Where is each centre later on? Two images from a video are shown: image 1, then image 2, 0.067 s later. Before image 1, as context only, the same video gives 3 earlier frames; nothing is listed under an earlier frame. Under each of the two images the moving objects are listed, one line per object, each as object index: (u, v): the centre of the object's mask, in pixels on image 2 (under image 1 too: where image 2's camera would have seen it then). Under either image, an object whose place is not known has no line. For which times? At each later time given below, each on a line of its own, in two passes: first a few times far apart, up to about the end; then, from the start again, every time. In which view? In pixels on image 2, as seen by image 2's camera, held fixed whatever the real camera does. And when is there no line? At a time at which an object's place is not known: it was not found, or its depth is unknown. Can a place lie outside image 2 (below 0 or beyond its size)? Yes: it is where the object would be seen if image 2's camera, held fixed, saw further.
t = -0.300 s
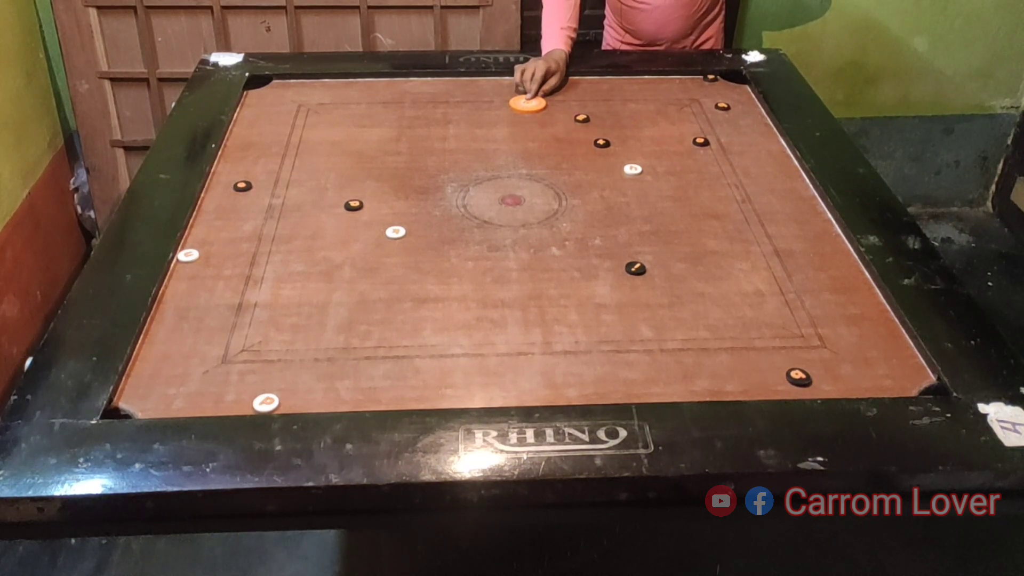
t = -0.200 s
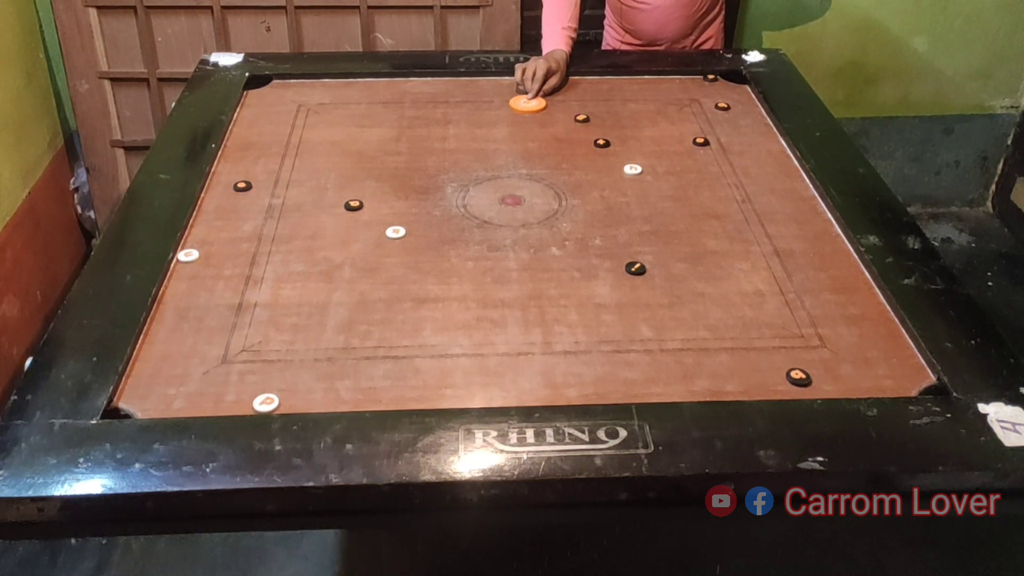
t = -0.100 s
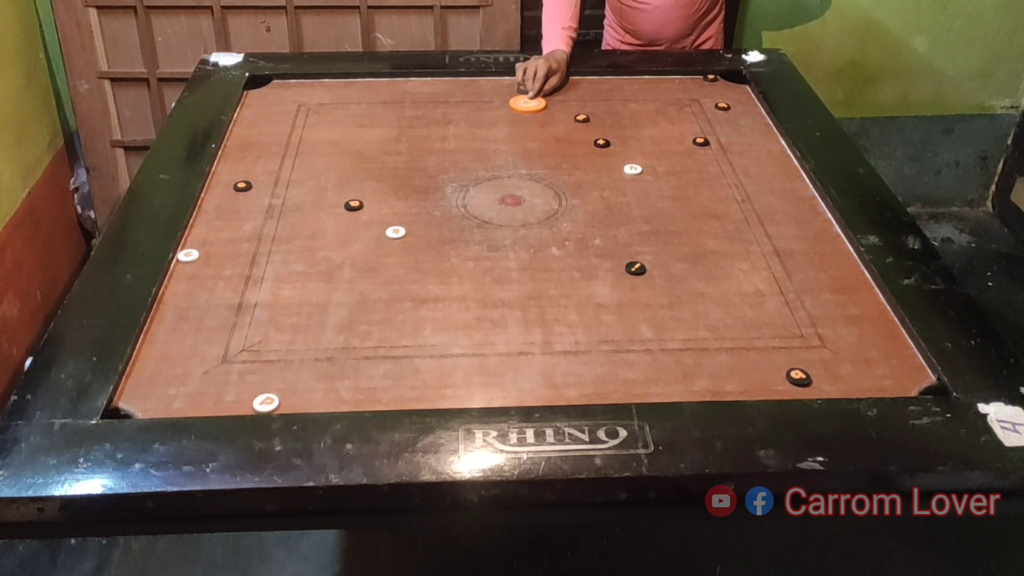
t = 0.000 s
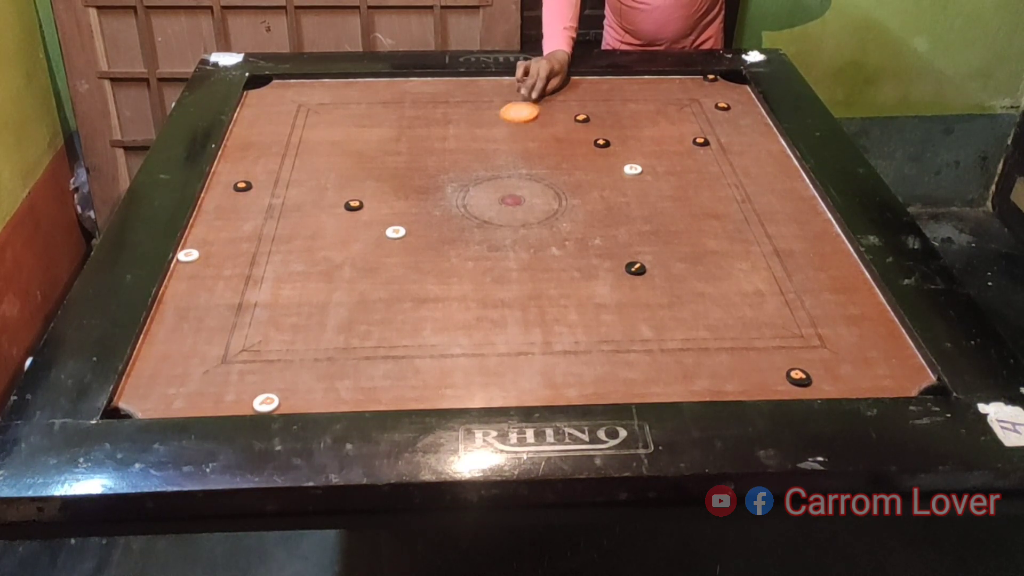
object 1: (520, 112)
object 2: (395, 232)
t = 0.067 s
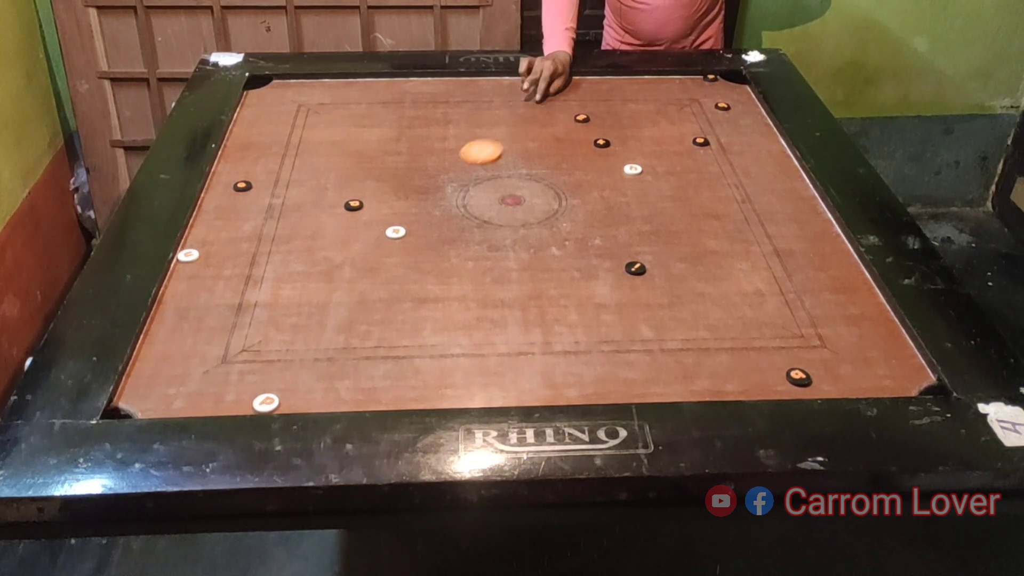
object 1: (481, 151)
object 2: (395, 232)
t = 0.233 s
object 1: (372, 271)
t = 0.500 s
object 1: (254, 388)
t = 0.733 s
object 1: (250, 388)
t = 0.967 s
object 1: (250, 388)
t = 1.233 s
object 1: (250, 389)
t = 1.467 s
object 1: (250, 389)
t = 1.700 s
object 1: (250, 389)
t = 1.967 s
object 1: (250, 389)
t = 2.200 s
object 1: (250, 389)
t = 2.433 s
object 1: (250, 389)
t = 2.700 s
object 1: (250, 389)
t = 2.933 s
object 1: (250, 389)
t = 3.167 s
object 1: (250, 389)
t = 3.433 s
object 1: (250, 388)
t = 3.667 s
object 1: (250, 389)
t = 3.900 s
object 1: (250, 389)
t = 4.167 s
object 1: (250, 389)
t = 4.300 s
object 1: (250, 389)
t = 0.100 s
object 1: (460, 173)
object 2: (395, 232)
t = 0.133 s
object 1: (437, 197)
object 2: (395, 232)
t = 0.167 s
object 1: (414, 222)
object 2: (380, 242)
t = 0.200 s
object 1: (394, 246)
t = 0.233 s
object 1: (372, 271)
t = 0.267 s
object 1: (349, 298)
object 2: (140, 409)
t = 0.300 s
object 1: (324, 328)
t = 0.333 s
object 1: (297, 358)
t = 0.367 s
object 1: (274, 383)
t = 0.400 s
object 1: (268, 385)
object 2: (155, 392)
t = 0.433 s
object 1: (262, 386)
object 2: (182, 369)
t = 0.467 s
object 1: (257, 387)
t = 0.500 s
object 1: (254, 388)
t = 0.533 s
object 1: (252, 388)
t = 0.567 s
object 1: (251, 388)
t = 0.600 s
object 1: (251, 388)
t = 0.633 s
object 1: (250, 388)
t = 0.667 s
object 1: (250, 389)
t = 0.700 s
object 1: (250, 388)
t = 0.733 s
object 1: (250, 388)
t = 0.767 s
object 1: (250, 388)
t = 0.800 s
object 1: (250, 389)
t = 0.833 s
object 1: (250, 388)
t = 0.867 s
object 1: (250, 388)
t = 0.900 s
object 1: (250, 389)
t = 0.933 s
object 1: (250, 389)
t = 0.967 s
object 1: (250, 388)
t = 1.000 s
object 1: (250, 389)
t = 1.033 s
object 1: (250, 389)
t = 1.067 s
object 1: (250, 389)
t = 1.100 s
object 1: (250, 389)
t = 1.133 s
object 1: (250, 388)
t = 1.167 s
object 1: (250, 389)
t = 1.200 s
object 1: (250, 389)
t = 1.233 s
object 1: (250, 389)
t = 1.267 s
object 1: (250, 389)
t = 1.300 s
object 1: (250, 389)
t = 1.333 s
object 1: (250, 389)
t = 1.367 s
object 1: (250, 389)
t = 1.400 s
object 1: (250, 389)
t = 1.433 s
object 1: (250, 389)
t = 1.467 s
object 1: (250, 389)
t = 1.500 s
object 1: (250, 389)
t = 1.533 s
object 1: (250, 389)
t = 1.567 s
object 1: (250, 389)
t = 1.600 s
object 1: (250, 389)
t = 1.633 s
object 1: (250, 389)
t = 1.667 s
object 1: (250, 389)
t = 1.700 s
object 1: (250, 389)
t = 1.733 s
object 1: (250, 389)
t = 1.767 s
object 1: (250, 389)
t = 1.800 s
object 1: (250, 388)
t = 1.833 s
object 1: (250, 389)
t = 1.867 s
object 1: (250, 389)
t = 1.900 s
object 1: (250, 389)
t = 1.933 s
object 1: (250, 389)
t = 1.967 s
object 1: (250, 389)
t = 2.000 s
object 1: (250, 389)
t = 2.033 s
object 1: (250, 389)
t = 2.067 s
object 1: (250, 389)
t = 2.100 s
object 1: (250, 389)
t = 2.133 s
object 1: (250, 389)
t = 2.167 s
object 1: (250, 389)
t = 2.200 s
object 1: (250, 389)
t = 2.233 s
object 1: (250, 389)
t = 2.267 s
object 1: (250, 389)
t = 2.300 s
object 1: (250, 389)
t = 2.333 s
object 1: (250, 389)
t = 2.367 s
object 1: (250, 389)
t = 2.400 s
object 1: (250, 389)
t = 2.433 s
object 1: (250, 389)
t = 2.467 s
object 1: (250, 389)
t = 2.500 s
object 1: (250, 389)
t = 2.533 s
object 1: (250, 389)
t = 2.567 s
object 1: (250, 389)
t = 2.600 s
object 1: (250, 389)
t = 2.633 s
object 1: (250, 389)
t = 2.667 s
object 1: (250, 389)
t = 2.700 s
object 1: (250, 389)
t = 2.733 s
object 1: (250, 389)
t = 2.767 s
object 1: (250, 389)
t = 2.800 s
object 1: (250, 389)
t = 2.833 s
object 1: (250, 389)
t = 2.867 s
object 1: (250, 389)
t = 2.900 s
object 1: (250, 389)
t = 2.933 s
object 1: (250, 389)
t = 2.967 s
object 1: (250, 389)
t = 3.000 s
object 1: (250, 389)
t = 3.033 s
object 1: (250, 388)
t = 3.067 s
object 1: (250, 389)
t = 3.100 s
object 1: (250, 388)
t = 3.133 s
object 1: (250, 389)
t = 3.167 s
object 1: (250, 389)
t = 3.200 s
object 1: (250, 388)
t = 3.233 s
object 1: (250, 388)
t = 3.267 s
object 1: (250, 388)
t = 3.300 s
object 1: (250, 389)
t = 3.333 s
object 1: (250, 389)
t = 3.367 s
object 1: (250, 388)
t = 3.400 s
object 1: (250, 388)
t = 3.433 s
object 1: (250, 388)
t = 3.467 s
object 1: (250, 388)
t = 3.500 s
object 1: (250, 389)
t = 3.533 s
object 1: (250, 388)
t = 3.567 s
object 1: (250, 388)
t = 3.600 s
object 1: (250, 389)
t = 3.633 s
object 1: (250, 389)
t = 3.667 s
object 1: (250, 389)
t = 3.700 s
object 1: (250, 389)
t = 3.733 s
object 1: (250, 389)
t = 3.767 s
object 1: (250, 389)
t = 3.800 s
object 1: (250, 389)
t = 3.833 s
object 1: (250, 389)
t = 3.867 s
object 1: (250, 389)
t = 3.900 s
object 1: (250, 389)
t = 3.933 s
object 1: (250, 389)
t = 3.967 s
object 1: (250, 389)
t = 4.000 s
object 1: (250, 389)
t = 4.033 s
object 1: (250, 389)
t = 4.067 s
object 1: (250, 389)
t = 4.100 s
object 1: (250, 389)
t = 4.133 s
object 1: (250, 389)
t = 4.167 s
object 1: (250, 389)
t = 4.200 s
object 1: (250, 389)
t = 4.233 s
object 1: (250, 389)
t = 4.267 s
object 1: (250, 389)
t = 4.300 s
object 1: (250, 389)
